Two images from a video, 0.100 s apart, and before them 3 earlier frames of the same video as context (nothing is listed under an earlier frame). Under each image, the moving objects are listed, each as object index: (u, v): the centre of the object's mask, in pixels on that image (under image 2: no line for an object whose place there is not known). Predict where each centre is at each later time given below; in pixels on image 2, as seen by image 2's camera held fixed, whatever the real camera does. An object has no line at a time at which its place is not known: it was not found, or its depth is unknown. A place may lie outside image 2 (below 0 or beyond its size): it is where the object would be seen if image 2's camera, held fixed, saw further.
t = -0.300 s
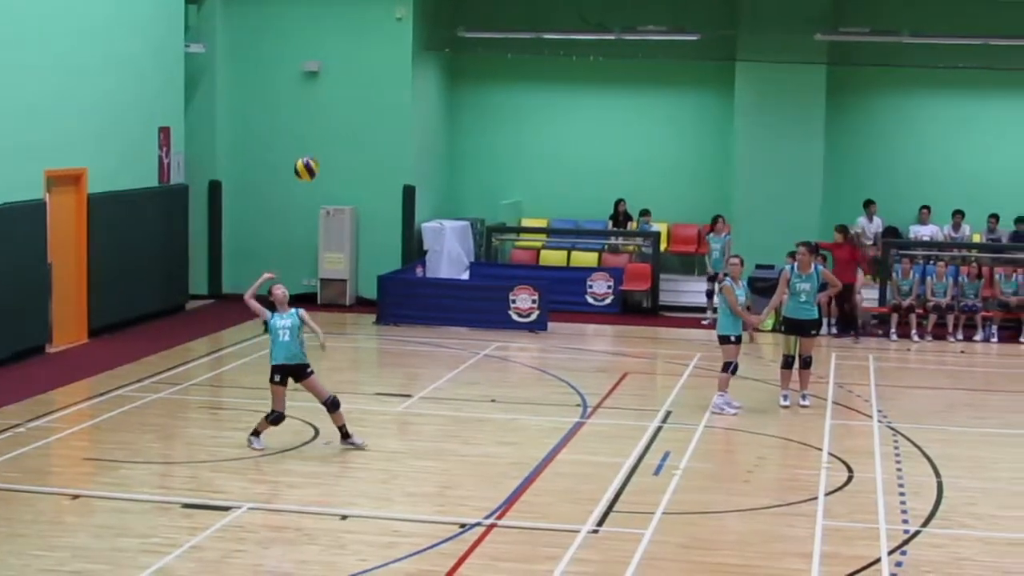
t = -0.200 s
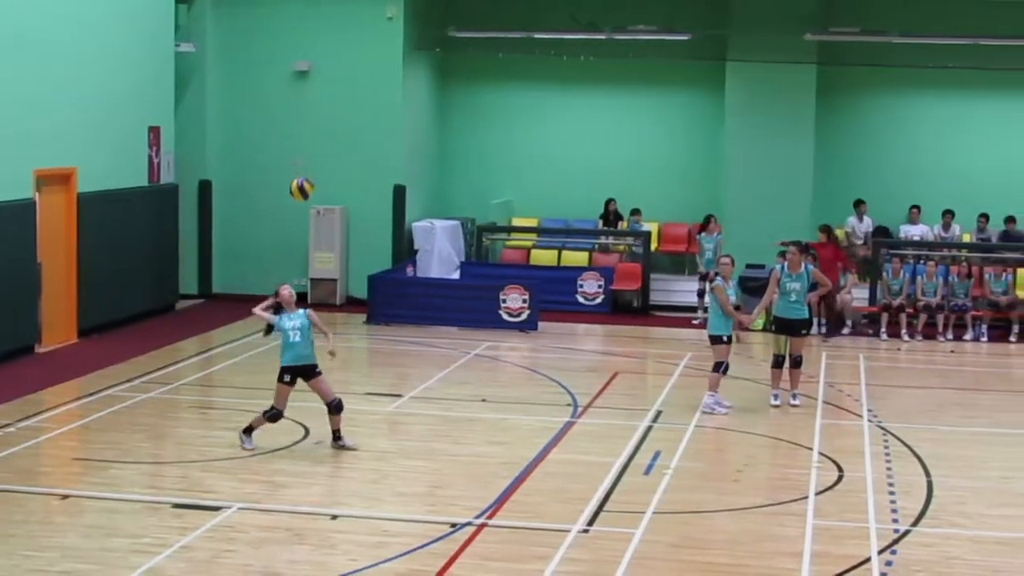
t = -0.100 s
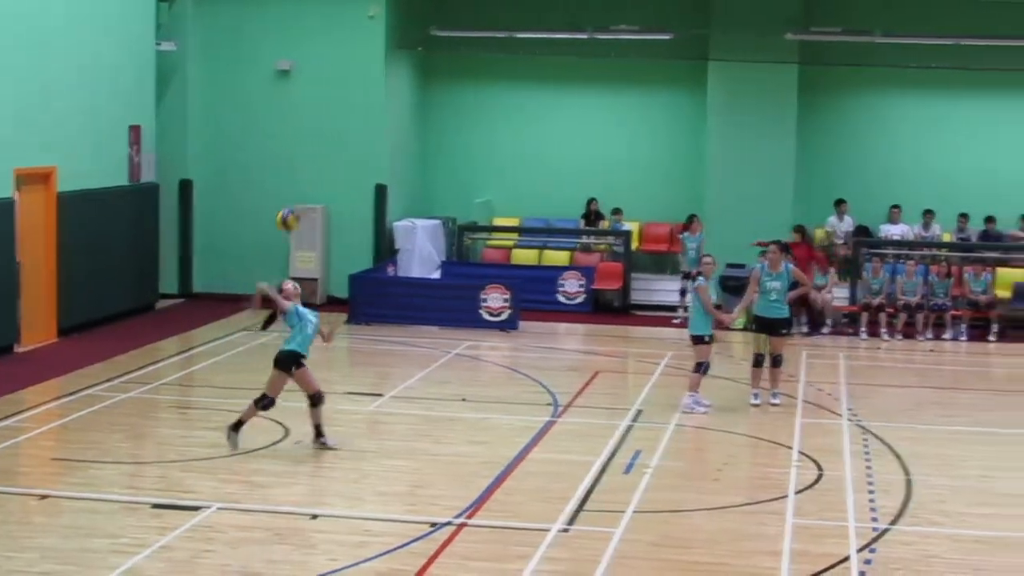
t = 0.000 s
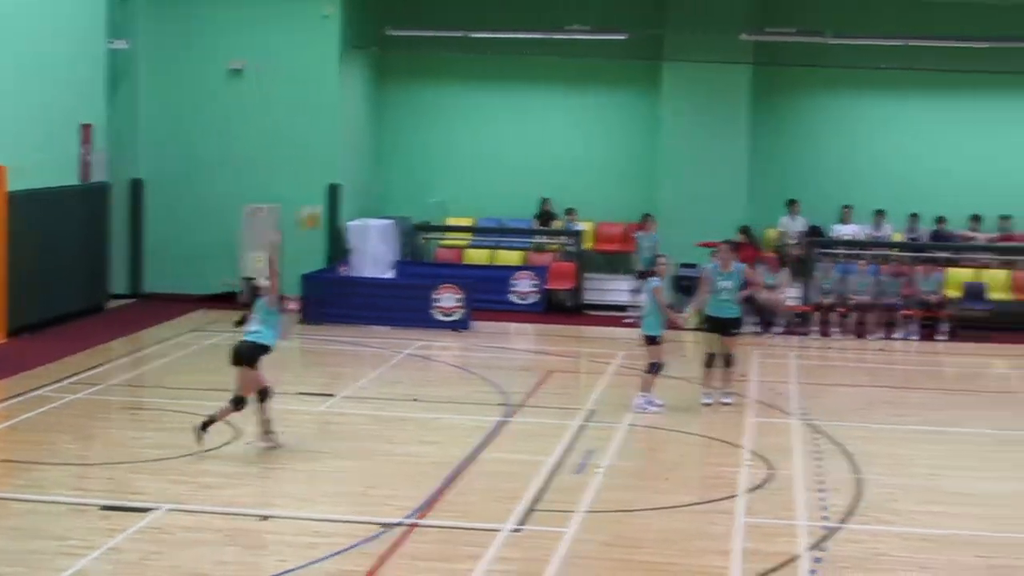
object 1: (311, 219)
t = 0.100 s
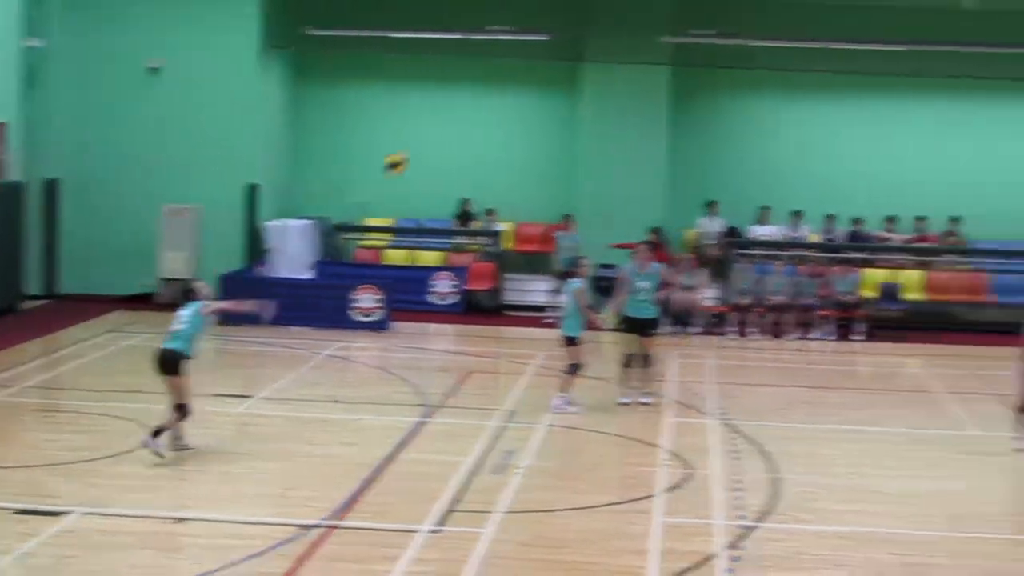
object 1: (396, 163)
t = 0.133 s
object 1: (449, 144)
